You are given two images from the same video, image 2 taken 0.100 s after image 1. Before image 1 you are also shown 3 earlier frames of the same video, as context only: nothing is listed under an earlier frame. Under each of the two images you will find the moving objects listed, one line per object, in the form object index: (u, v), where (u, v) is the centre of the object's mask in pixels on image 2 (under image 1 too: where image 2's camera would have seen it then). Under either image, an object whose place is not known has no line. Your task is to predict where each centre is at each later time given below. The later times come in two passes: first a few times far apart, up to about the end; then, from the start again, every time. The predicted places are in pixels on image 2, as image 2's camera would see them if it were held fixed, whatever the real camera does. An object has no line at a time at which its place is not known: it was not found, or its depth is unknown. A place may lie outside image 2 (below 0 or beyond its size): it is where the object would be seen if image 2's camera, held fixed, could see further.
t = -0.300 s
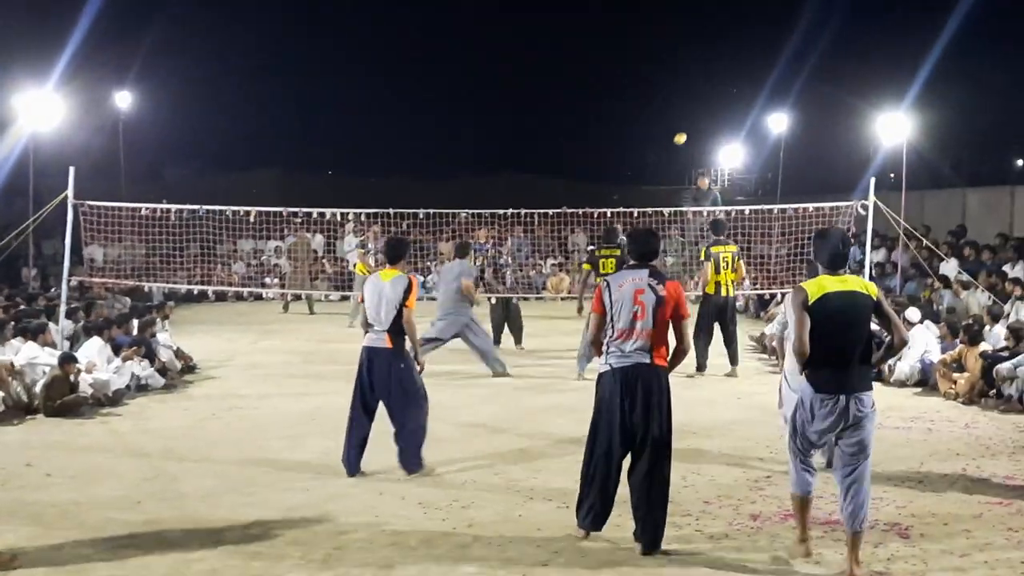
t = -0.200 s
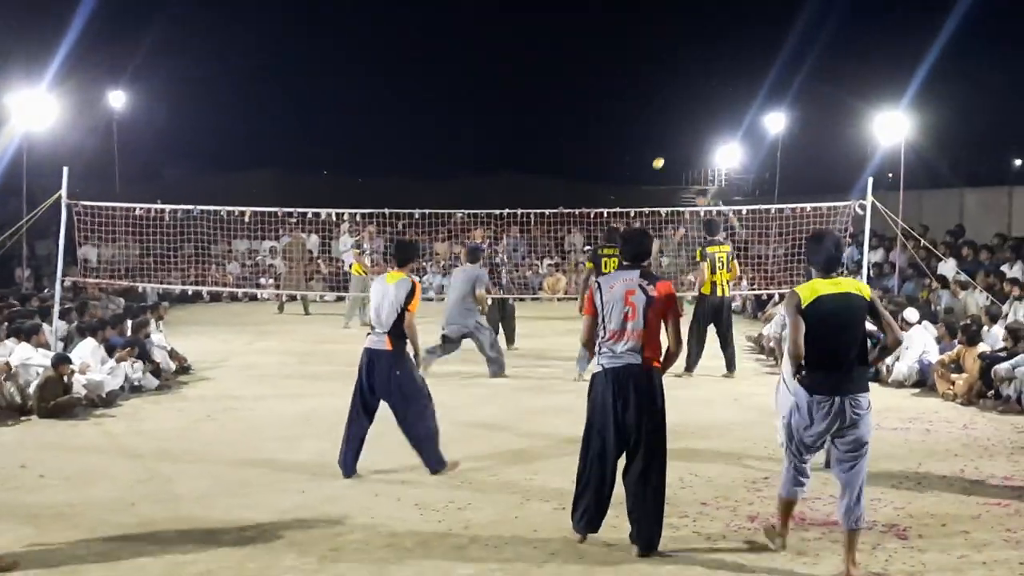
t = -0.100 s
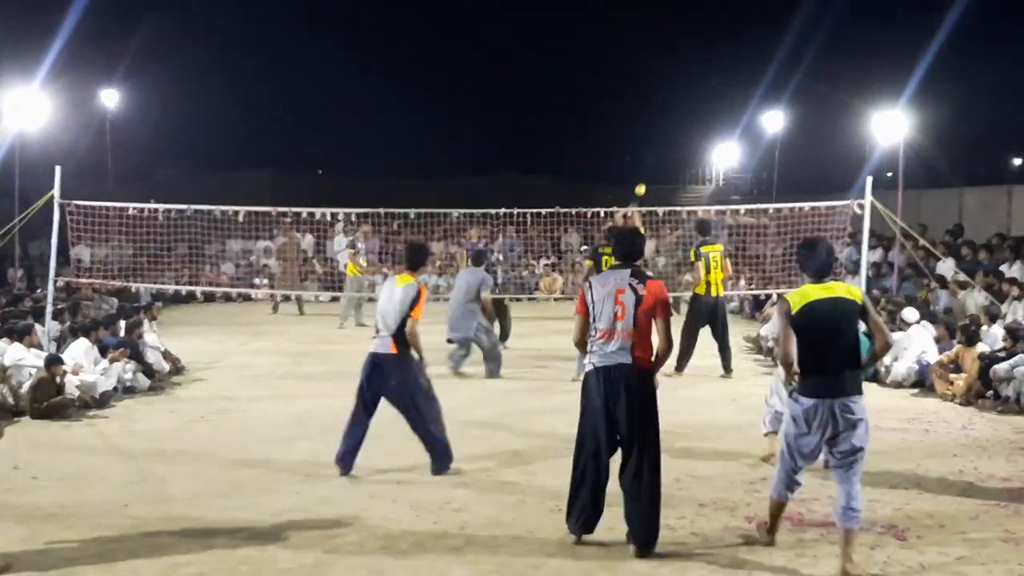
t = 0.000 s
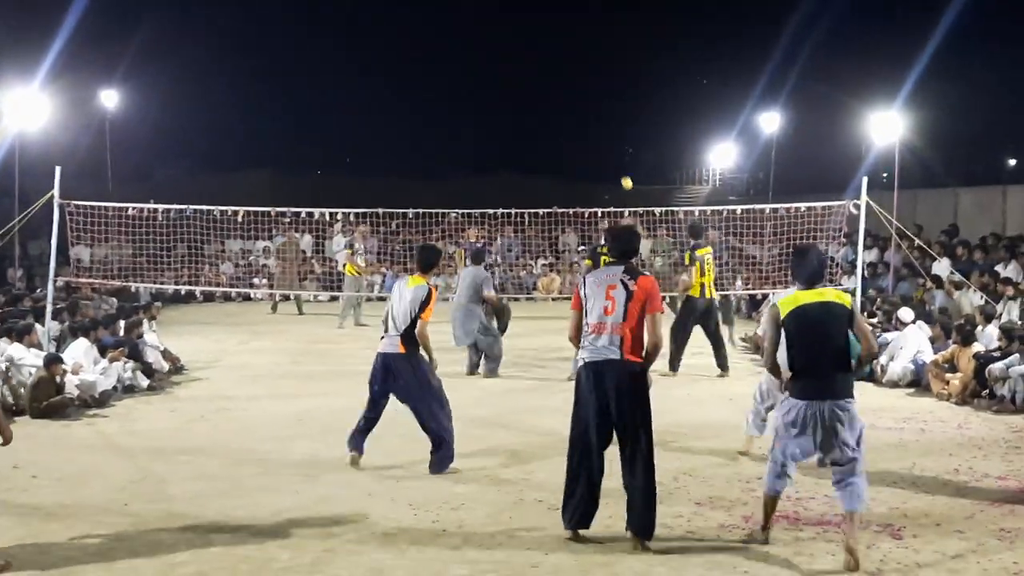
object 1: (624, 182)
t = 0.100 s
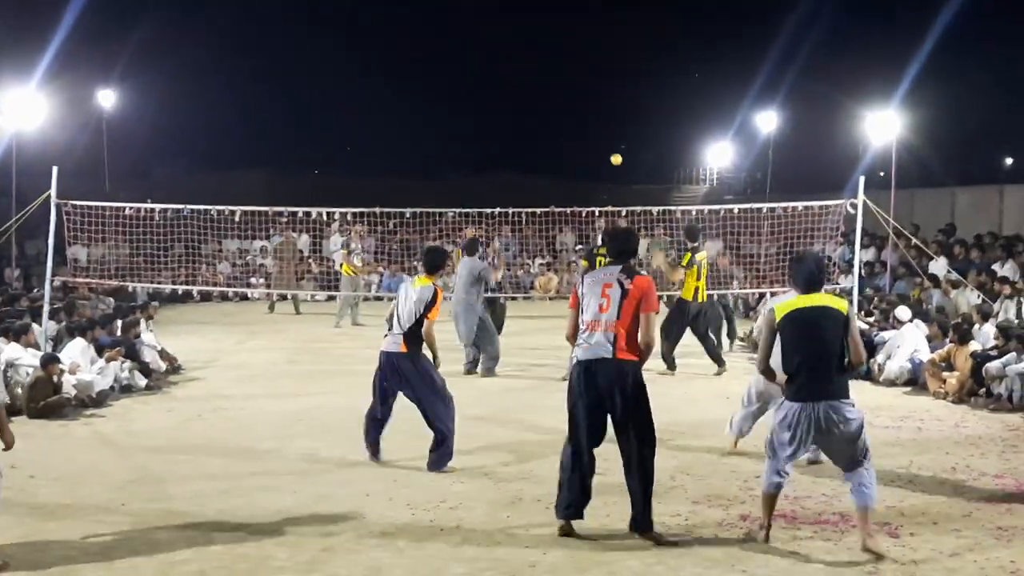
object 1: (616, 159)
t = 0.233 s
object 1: (607, 135)
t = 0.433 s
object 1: (585, 118)
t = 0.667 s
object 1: (538, 153)
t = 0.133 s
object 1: (614, 153)
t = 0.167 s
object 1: (611, 147)
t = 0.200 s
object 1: (608, 140)
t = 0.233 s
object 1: (607, 135)
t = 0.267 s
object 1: (604, 130)
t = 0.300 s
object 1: (600, 126)
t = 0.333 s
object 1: (597, 122)
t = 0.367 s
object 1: (594, 120)
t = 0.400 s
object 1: (590, 118)
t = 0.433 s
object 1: (585, 118)
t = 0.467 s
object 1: (581, 119)
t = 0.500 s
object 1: (575, 121)
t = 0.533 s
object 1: (568, 125)
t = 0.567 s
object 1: (561, 129)
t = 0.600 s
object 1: (554, 135)
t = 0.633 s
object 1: (547, 143)
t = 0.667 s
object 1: (538, 153)
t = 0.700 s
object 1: (529, 165)
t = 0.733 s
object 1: (519, 179)
